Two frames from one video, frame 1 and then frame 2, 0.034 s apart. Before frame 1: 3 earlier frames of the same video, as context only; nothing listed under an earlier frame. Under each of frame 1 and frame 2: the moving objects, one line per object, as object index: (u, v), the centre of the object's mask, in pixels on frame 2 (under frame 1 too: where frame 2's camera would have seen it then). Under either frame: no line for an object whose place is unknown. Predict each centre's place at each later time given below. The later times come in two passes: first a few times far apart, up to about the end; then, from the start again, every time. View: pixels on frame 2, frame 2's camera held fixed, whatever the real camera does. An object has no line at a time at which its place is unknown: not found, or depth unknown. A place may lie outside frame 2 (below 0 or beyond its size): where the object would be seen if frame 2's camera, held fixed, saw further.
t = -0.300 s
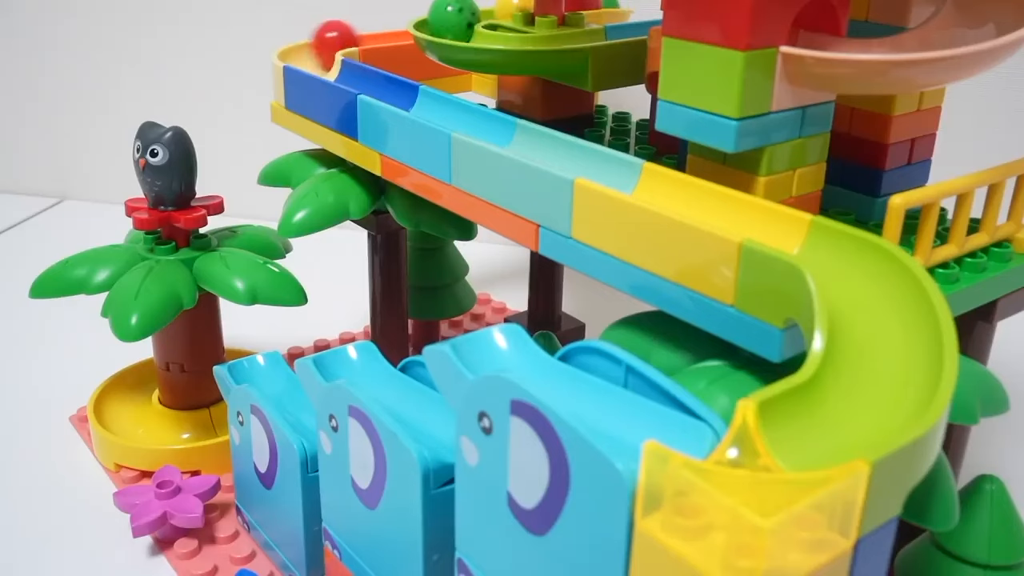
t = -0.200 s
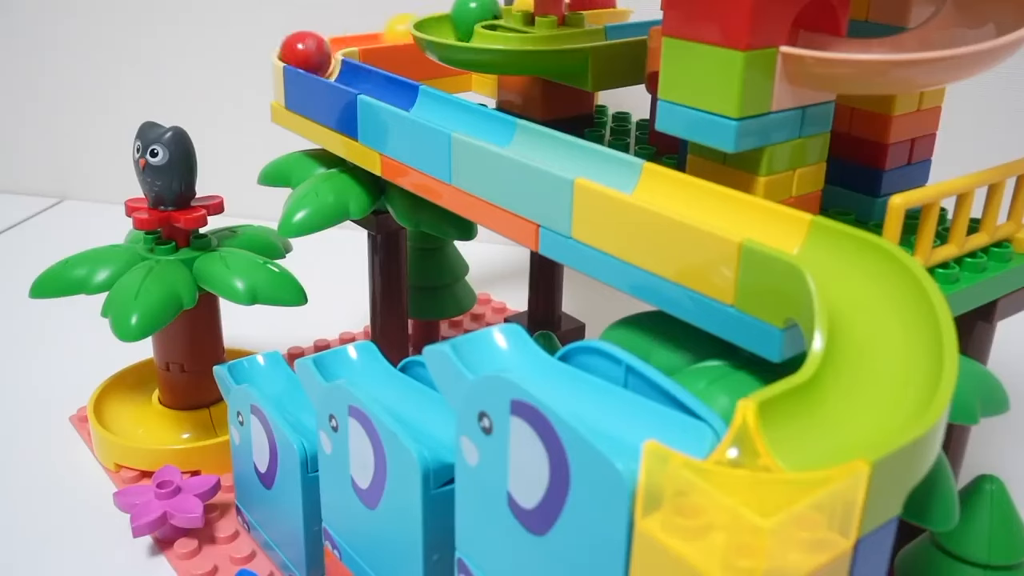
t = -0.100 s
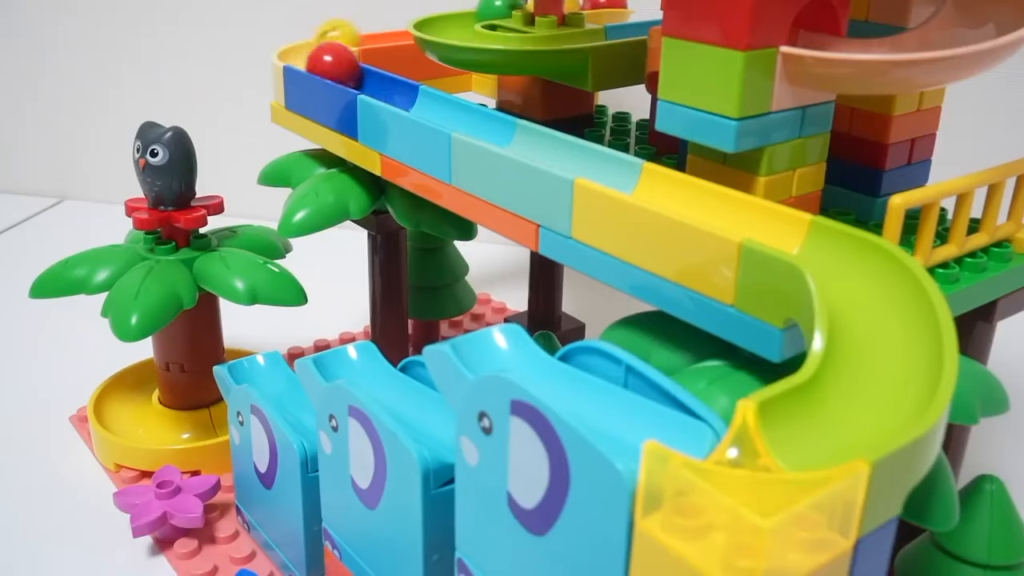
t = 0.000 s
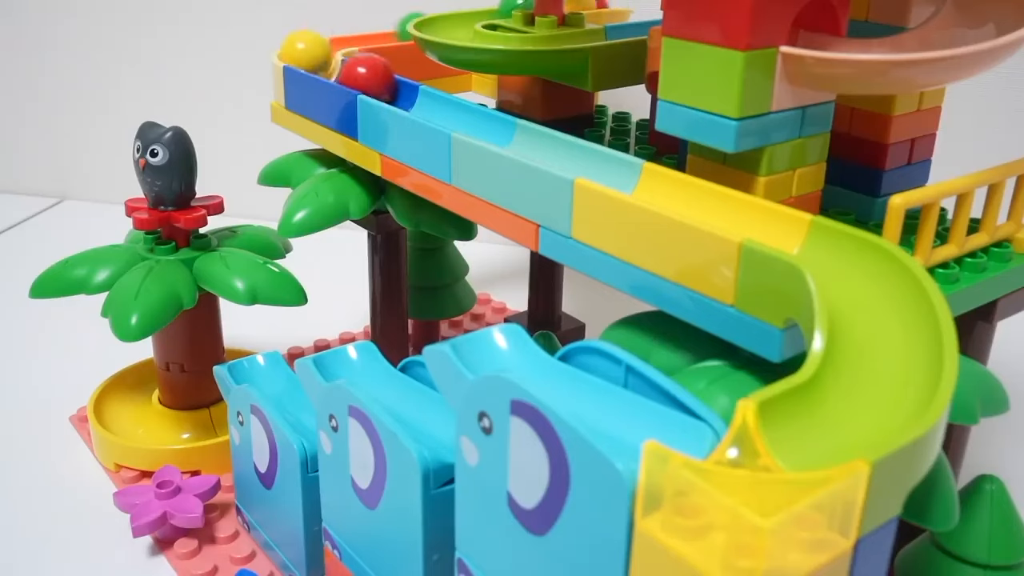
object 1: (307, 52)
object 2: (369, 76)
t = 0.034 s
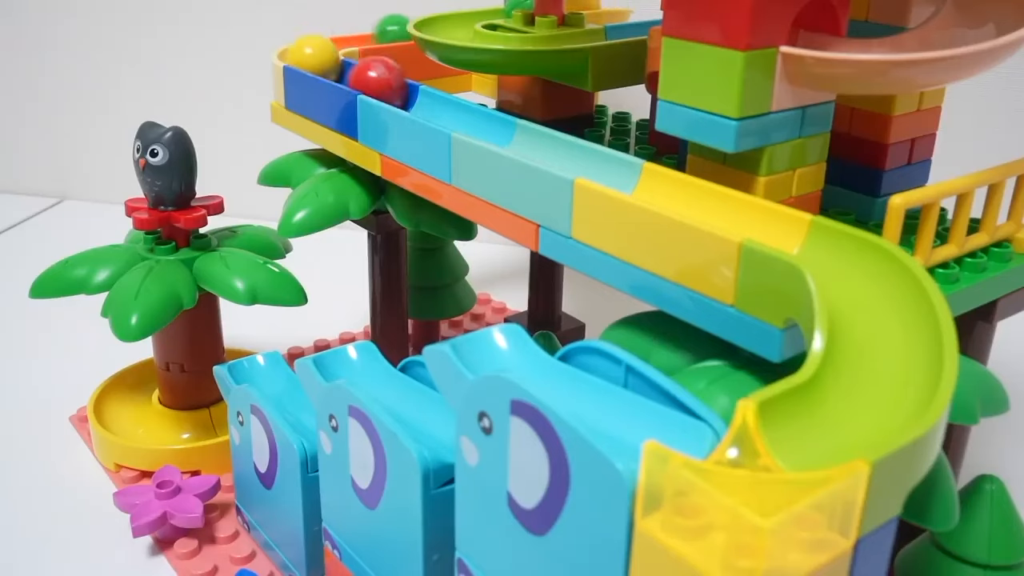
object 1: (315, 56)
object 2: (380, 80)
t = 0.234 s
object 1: (387, 82)
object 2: (459, 110)
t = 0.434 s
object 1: (474, 115)
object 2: (551, 142)
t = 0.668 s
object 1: (601, 158)
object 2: (681, 185)
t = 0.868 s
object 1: (729, 200)
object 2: (808, 230)
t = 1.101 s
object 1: (874, 278)
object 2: (801, 426)
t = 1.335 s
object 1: (674, 408)
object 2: (531, 347)
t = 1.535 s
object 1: (482, 314)
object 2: (414, 318)
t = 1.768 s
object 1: (377, 367)
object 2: (330, 325)
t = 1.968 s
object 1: (330, 327)
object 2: (277, 377)
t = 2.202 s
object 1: (264, 366)
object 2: (233, 339)
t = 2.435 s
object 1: (215, 408)
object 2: (201, 426)
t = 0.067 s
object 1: (327, 61)
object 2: (392, 85)
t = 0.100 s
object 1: (338, 64)
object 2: (404, 89)
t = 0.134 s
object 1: (351, 68)
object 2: (417, 95)
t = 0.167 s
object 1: (361, 73)
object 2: (429, 99)
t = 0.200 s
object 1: (375, 78)
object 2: (444, 104)
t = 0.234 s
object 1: (387, 82)
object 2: (459, 110)
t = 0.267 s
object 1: (399, 88)
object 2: (474, 115)
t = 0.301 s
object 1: (413, 93)
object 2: (488, 120)
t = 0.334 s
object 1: (427, 98)
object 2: (504, 125)
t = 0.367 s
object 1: (443, 103)
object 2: (519, 130)
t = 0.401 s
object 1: (458, 109)
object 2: (536, 136)
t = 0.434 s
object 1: (474, 115)
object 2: (551, 142)
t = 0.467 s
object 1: (491, 121)
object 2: (569, 147)
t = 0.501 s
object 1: (507, 126)
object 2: (587, 153)
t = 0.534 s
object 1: (524, 132)
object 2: (604, 160)
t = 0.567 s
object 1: (542, 138)
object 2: (622, 167)
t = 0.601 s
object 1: (561, 144)
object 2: (642, 173)
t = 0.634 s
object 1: (582, 151)
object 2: (660, 178)
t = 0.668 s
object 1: (601, 158)
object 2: (681, 185)
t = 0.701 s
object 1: (622, 165)
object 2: (701, 192)
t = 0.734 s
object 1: (642, 171)
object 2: (721, 199)
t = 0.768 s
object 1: (662, 178)
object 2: (741, 205)
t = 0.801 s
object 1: (682, 185)
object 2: (763, 213)
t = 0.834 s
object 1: (707, 193)
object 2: (785, 220)
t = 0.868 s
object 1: (729, 200)
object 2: (808, 230)
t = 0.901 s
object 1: (751, 207)
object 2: (833, 243)
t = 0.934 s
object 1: (772, 215)
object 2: (856, 259)
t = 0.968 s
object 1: (794, 222)
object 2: (875, 283)
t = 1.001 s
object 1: (817, 233)
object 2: (890, 322)
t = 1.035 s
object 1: (838, 245)
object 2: (882, 375)
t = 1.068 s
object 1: (857, 258)
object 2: (842, 408)
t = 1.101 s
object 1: (874, 278)
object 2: (801, 426)
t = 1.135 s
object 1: (887, 312)
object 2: (751, 428)
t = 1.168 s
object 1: (887, 357)
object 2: (701, 416)
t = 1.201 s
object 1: (859, 399)
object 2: (661, 407)
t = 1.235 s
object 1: (814, 419)
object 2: (626, 395)
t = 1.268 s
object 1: (770, 428)
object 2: (593, 379)
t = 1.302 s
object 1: (715, 421)
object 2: (562, 361)
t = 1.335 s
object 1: (674, 408)
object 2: (531, 347)
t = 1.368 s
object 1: (637, 398)
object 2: (500, 331)
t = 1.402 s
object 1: (604, 383)
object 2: (482, 306)
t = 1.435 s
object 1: (574, 367)
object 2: (471, 294)
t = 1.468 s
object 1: (541, 350)
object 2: (461, 292)
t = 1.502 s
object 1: (506, 337)
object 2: (441, 297)
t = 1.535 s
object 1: (482, 314)
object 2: (414, 318)
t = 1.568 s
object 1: (463, 293)
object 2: (406, 364)
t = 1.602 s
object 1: (445, 294)
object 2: (394, 371)
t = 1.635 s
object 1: (425, 307)
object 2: (380, 368)
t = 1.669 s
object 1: (402, 355)
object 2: (349, 353)
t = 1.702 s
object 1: (402, 384)
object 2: (346, 339)
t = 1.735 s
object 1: (389, 374)
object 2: (335, 331)
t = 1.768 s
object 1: (377, 367)
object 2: (330, 325)
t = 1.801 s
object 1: (370, 363)
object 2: (323, 322)
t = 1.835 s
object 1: (361, 361)
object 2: (313, 329)
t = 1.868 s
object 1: (350, 358)
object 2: (297, 358)
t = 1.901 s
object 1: (340, 336)
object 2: (289, 395)
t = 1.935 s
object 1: (334, 321)
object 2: (284, 387)
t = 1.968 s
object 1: (330, 327)
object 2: (277, 377)
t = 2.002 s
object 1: (323, 326)
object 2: (269, 368)
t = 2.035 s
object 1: (311, 341)
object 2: (256, 359)
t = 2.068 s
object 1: (291, 374)
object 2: (249, 348)
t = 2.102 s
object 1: (283, 380)
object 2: (245, 344)
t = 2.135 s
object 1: (275, 376)
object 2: (245, 341)
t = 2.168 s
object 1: (270, 373)
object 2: (239, 340)
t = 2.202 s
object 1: (264, 366)
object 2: (233, 339)
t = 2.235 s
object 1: (257, 359)
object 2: (222, 340)
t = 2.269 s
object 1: (250, 349)
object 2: (209, 364)
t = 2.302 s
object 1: (242, 341)
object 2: (213, 411)
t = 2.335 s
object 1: (234, 342)
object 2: (212, 419)
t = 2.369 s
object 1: (223, 355)
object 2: (210, 420)
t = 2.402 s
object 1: (212, 387)
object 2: (207, 425)
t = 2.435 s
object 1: (215, 408)
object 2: (201, 426)
